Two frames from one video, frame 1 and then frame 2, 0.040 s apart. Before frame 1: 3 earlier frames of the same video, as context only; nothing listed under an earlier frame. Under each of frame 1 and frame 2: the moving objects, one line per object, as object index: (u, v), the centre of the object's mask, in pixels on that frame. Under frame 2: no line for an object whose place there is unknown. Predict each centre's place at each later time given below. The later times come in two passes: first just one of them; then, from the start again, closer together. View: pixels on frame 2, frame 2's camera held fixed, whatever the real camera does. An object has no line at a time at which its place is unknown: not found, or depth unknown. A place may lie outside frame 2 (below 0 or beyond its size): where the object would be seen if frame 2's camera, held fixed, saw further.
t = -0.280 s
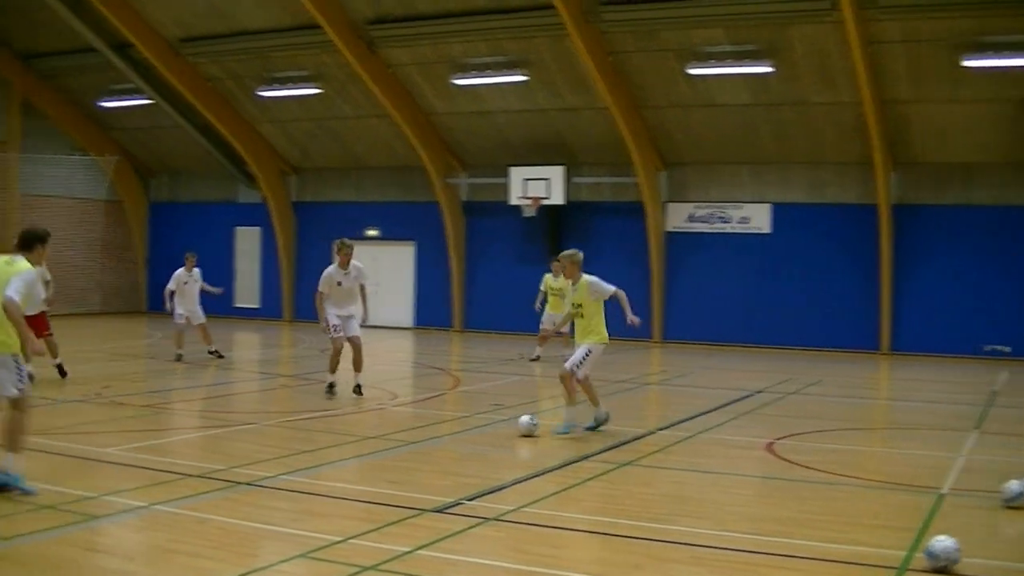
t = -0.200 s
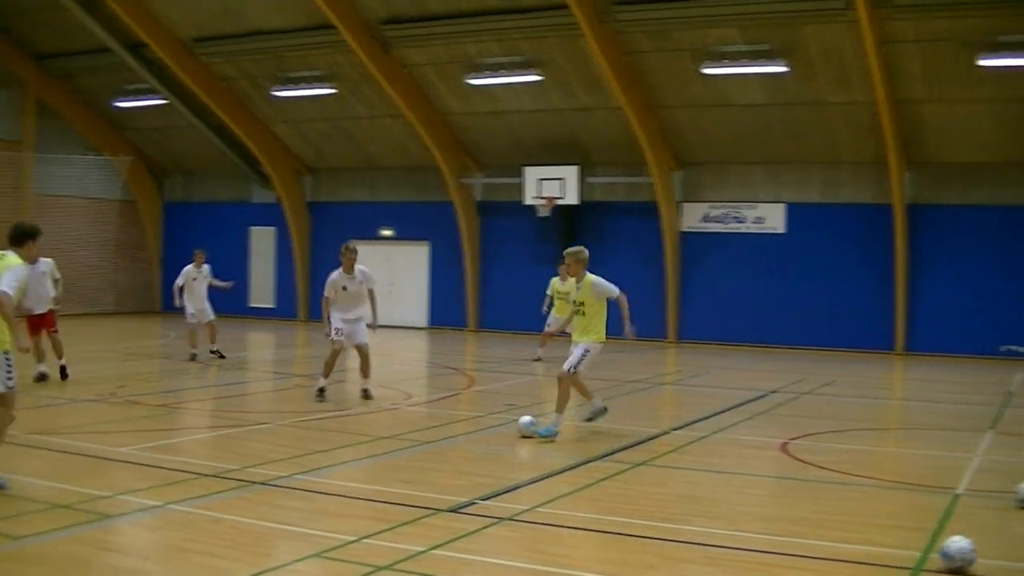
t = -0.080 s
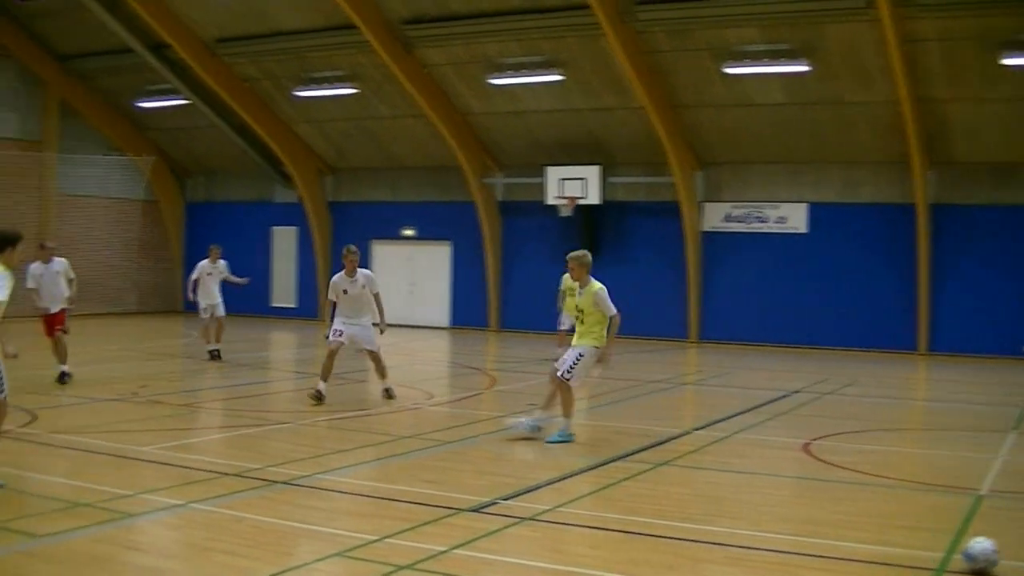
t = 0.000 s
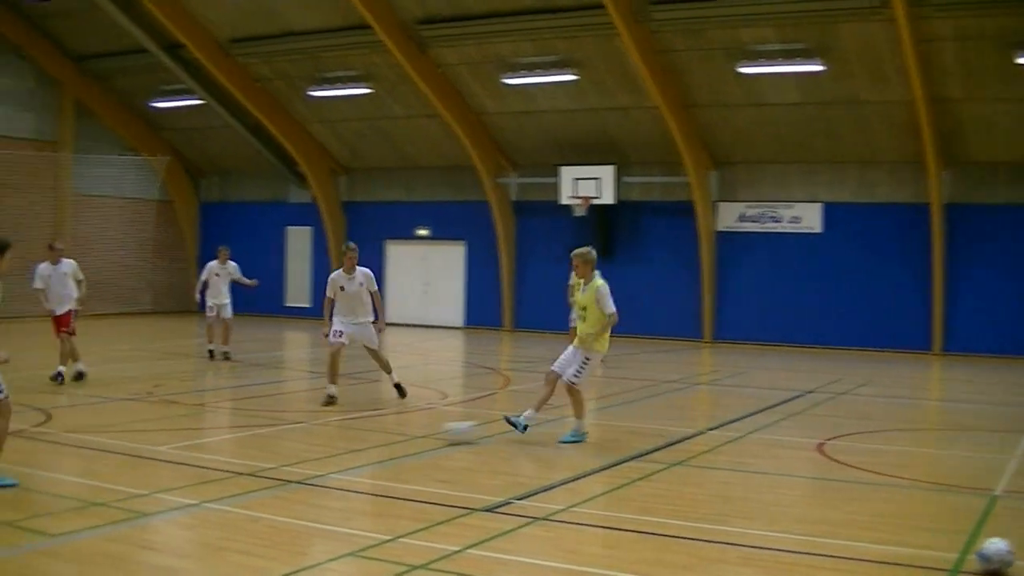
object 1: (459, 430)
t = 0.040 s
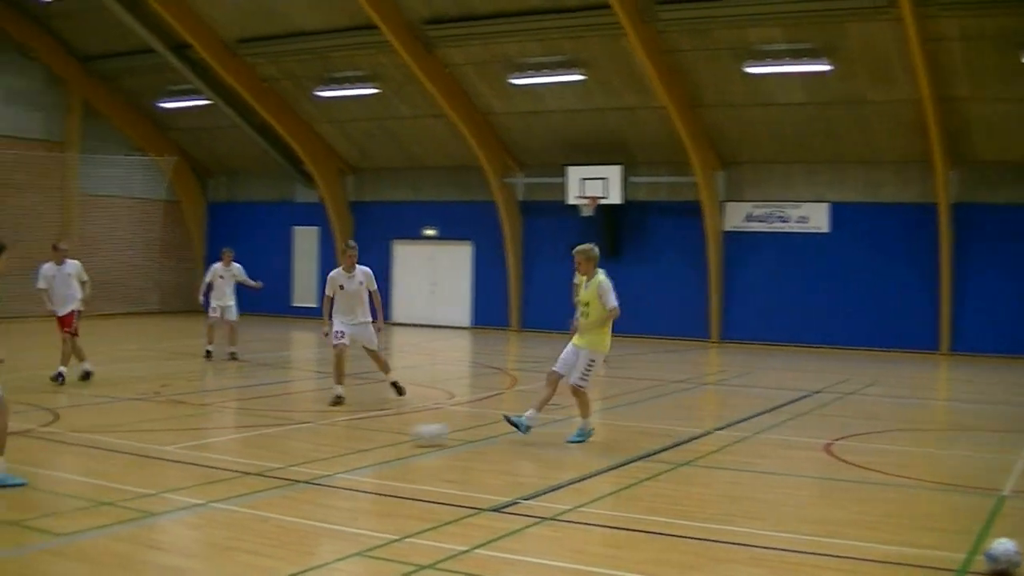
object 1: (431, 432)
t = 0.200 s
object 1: (278, 441)
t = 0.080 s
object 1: (394, 436)
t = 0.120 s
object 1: (356, 438)
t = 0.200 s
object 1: (278, 441)
